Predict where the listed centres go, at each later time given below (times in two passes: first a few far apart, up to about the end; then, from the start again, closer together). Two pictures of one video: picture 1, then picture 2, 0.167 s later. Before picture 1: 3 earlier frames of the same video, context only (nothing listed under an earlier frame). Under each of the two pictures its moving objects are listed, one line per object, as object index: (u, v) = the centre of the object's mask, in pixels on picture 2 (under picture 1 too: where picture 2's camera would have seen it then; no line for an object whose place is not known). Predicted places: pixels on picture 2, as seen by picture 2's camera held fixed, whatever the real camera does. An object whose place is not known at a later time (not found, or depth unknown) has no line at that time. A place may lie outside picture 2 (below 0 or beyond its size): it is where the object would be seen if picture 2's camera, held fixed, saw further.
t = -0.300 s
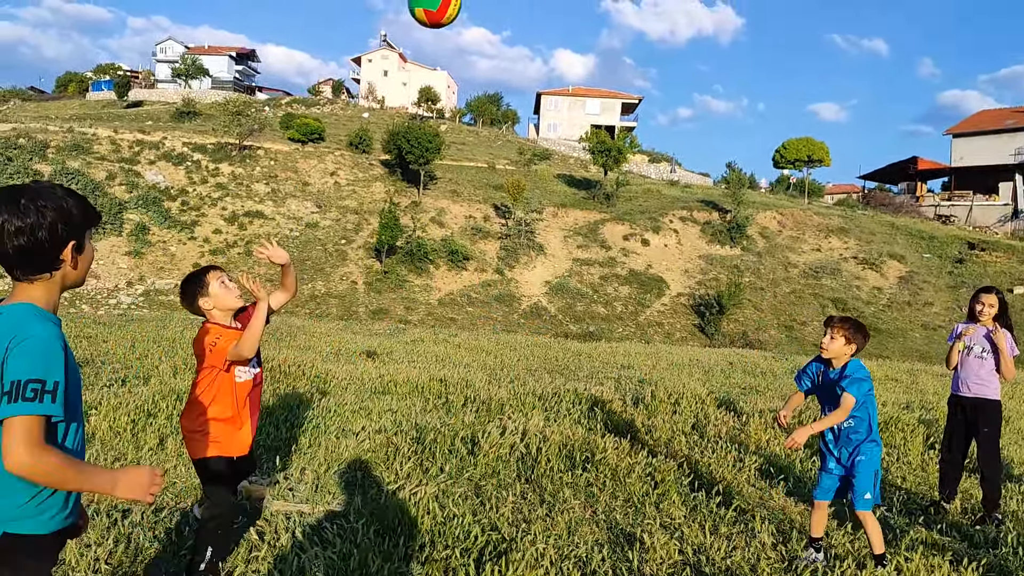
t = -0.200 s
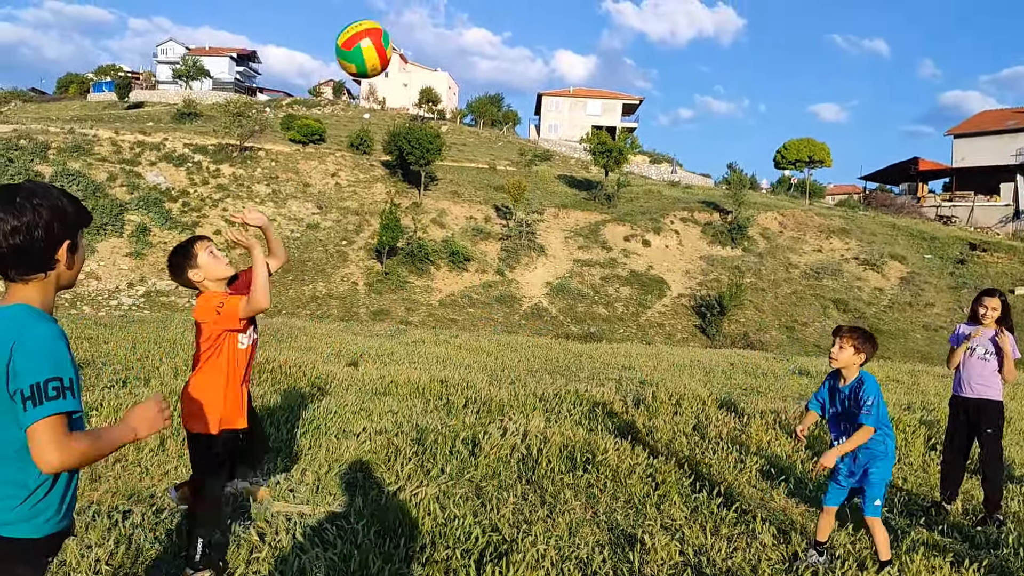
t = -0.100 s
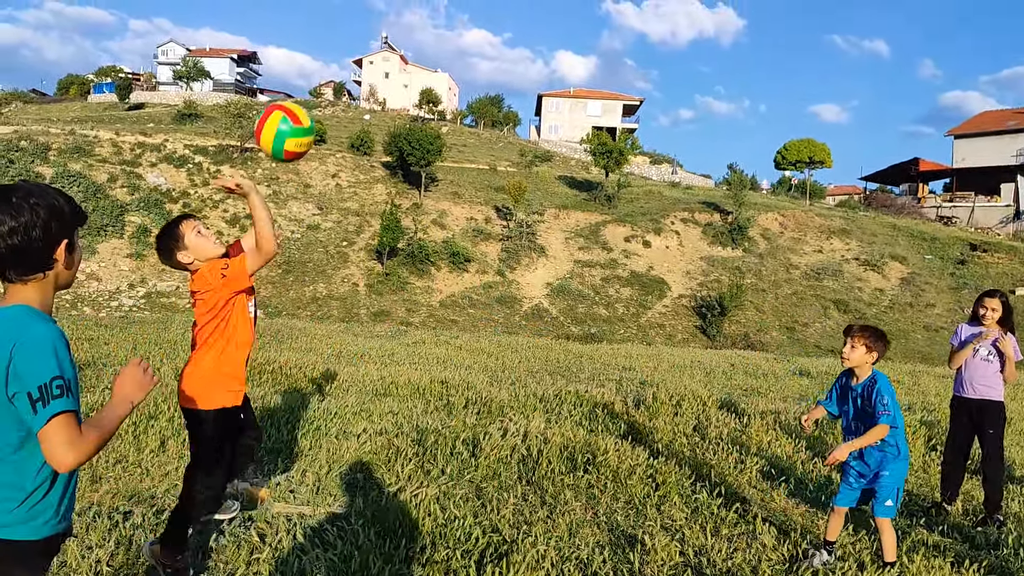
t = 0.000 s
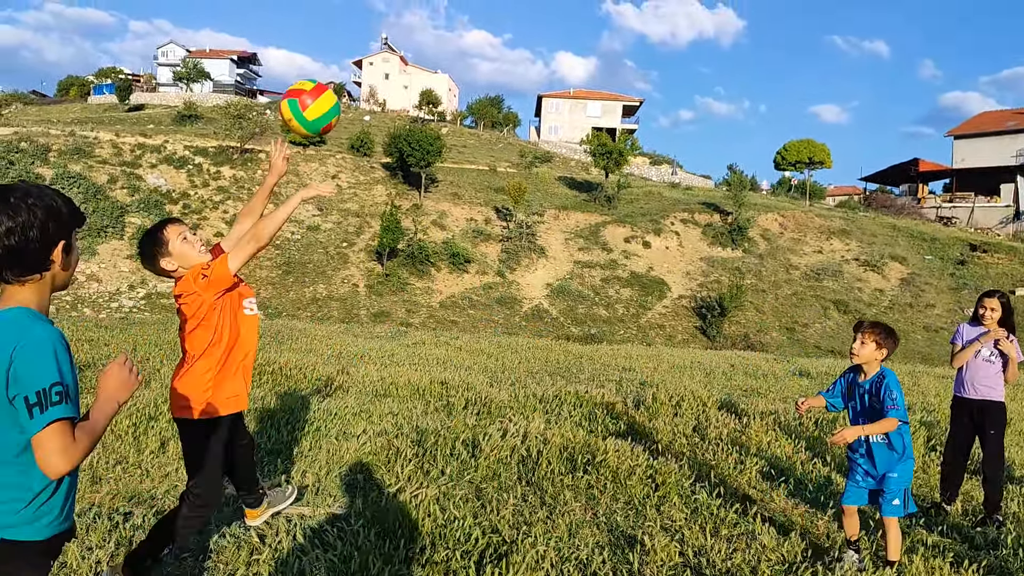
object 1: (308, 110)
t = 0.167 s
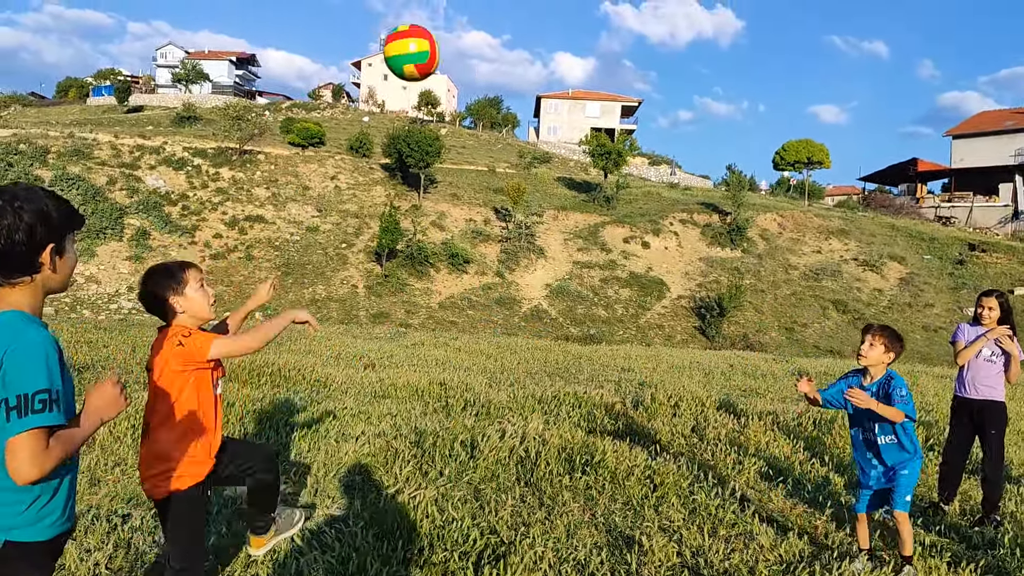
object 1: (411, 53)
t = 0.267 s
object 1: (469, 54)
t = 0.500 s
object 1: (594, 158)
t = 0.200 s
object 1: (431, 50)
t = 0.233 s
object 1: (450, 51)
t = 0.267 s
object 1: (469, 54)
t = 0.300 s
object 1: (487, 60)
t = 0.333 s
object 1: (506, 70)
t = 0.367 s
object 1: (524, 82)
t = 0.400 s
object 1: (541, 97)
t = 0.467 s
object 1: (577, 135)
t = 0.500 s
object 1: (594, 158)
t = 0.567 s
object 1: (627, 212)
